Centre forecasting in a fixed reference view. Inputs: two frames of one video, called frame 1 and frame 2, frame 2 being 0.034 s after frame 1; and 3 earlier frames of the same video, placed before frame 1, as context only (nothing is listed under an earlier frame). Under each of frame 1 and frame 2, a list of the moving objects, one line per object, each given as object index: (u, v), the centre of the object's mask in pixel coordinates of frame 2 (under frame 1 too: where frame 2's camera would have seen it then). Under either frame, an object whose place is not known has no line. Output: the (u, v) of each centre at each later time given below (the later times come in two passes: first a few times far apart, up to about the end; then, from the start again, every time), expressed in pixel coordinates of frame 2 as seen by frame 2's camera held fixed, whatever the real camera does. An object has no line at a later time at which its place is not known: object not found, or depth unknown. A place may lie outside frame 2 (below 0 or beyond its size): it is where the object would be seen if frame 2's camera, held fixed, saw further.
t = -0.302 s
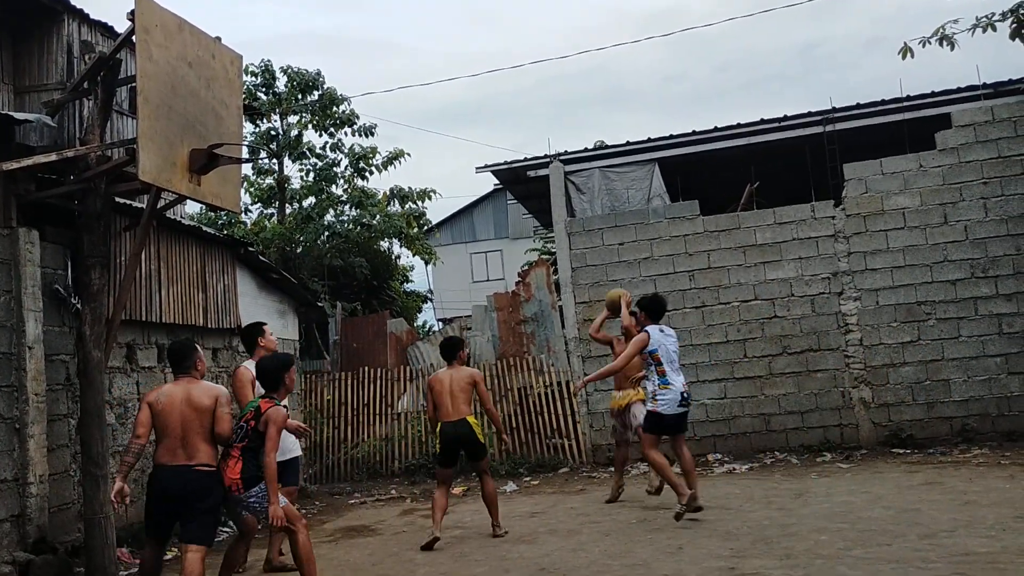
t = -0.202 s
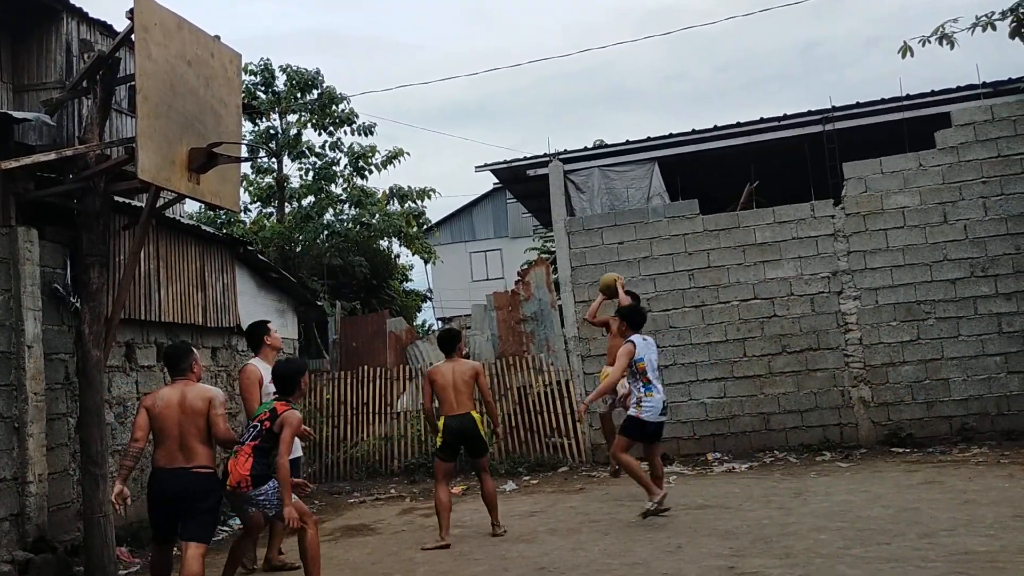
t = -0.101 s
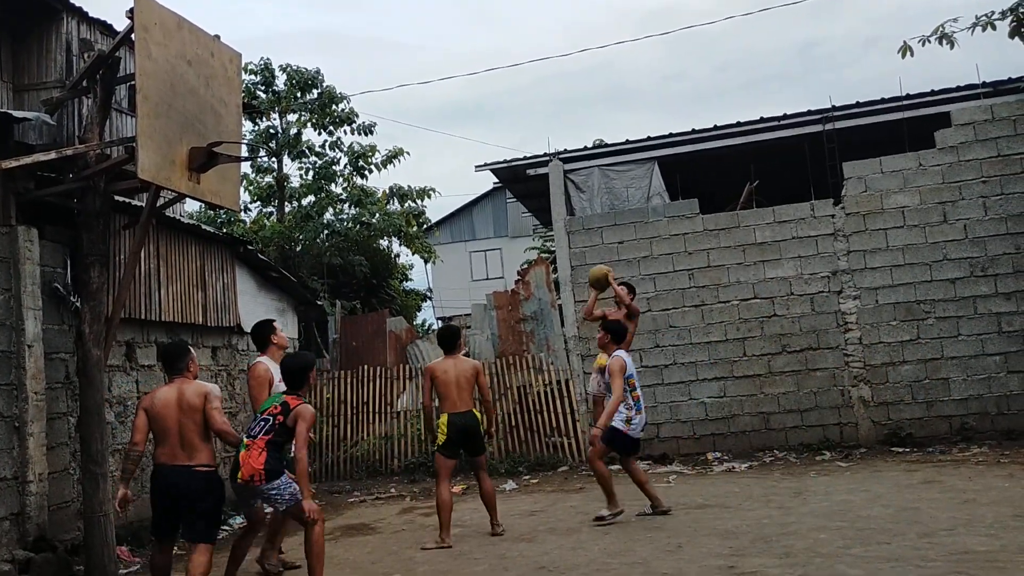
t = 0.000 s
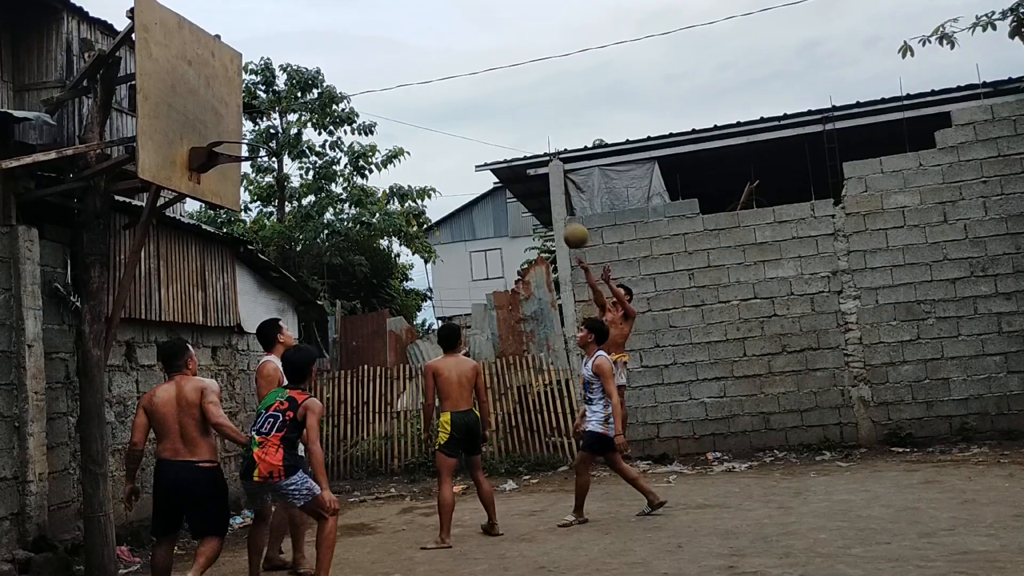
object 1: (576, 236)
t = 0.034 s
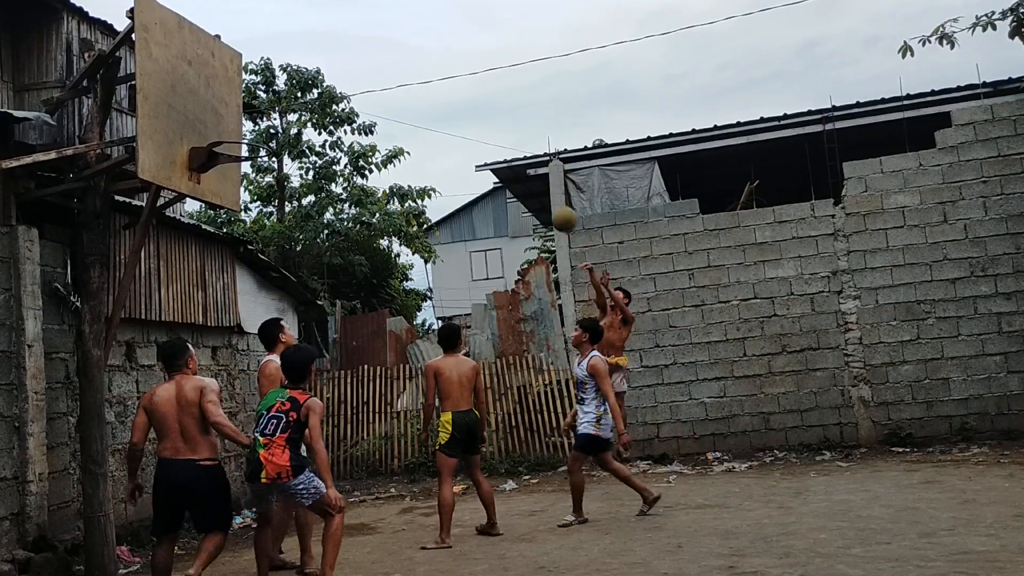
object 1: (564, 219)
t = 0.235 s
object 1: (493, 136)
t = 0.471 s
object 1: (403, 84)
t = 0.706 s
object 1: (304, 91)
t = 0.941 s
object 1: (238, 131)
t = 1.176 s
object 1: (297, 98)
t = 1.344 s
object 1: (341, 121)
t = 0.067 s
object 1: (552, 202)
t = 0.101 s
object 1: (540, 186)
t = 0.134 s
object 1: (529, 173)
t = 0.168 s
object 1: (517, 159)
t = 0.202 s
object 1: (505, 148)
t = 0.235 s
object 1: (493, 136)
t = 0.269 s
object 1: (481, 125)
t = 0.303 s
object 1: (468, 116)
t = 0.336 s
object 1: (456, 107)
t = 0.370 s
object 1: (443, 100)
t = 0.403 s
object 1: (430, 93)
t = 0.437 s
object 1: (417, 88)
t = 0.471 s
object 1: (403, 84)
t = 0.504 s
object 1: (390, 81)
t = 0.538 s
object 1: (376, 79)
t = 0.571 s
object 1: (362, 78)
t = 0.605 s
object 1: (348, 79)
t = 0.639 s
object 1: (333, 82)
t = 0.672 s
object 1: (319, 85)
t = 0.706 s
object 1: (304, 91)
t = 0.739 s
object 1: (289, 98)
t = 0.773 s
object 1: (274, 106)
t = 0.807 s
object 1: (258, 117)
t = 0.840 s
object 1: (243, 128)
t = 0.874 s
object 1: (230, 141)
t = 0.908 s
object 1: (233, 137)
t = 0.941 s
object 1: (238, 131)
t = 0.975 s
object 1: (246, 122)
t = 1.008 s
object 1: (254, 114)
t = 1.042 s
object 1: (262, 108)
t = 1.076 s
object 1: (271, 103)
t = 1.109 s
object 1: (279, 100)
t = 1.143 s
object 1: (288, 98)
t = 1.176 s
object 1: (297, 98)
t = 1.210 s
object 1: (306, 99)
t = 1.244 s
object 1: (314, 102)
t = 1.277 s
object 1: (324, 107)
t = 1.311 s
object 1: (332, 113)
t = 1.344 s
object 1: (341, 121)
